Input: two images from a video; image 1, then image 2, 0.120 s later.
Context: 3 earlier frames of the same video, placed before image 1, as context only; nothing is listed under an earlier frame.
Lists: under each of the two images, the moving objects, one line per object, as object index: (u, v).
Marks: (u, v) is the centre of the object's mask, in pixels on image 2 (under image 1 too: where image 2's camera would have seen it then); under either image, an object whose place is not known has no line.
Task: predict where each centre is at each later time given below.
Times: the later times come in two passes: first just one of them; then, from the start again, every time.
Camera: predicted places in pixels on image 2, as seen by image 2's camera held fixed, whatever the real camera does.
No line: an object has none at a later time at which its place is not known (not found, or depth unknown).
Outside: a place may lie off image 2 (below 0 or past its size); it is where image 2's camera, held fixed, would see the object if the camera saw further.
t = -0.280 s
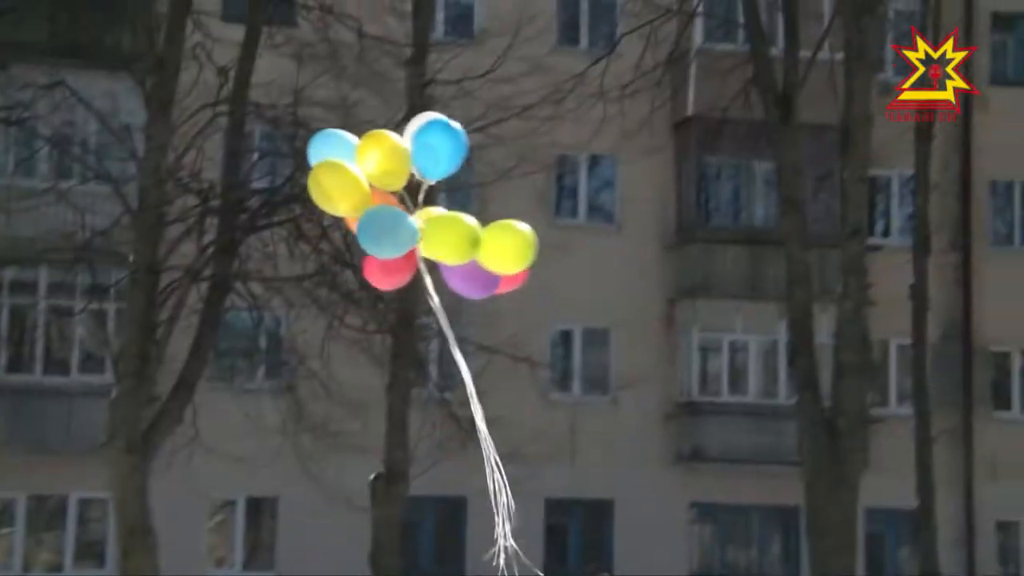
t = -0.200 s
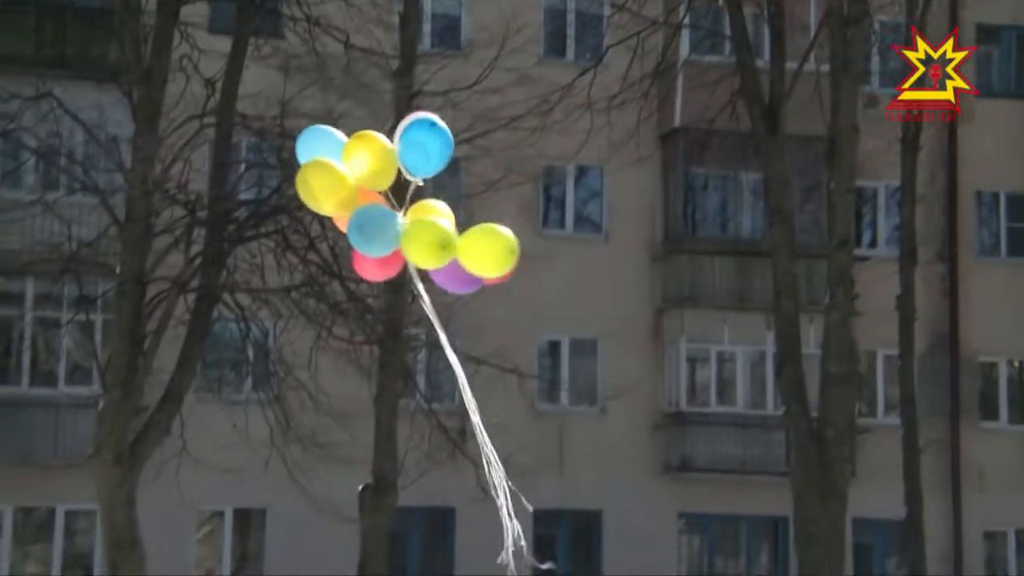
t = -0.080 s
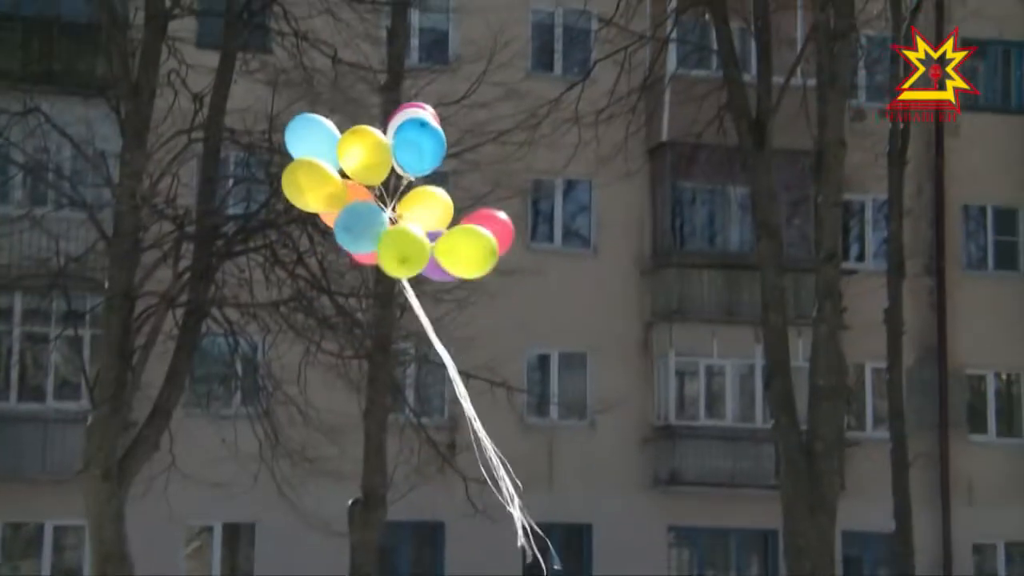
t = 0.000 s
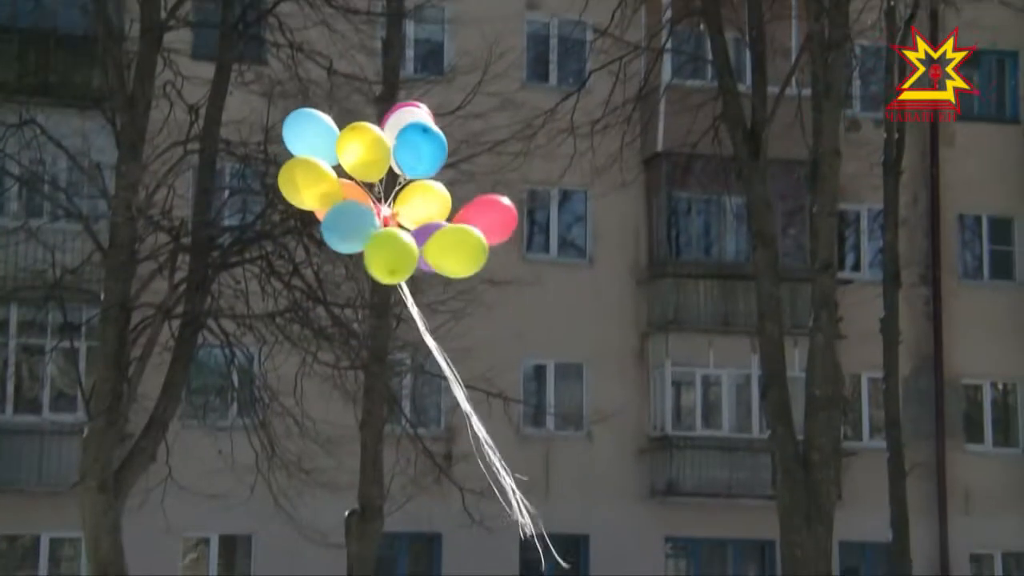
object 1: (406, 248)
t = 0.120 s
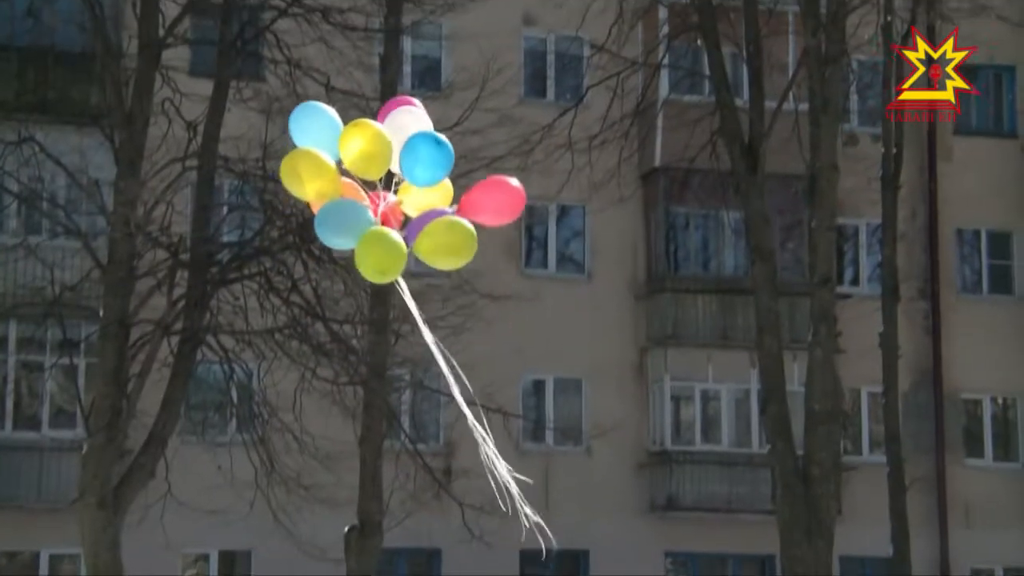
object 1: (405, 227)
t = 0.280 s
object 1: (404, 191)
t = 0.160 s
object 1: (404, 217)
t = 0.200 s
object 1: (404, 209)
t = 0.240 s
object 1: (404, 202)
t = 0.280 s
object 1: (404, 191)
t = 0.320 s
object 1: (405, 186)
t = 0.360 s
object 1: (405, 175)
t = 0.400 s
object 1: (406, 169)
